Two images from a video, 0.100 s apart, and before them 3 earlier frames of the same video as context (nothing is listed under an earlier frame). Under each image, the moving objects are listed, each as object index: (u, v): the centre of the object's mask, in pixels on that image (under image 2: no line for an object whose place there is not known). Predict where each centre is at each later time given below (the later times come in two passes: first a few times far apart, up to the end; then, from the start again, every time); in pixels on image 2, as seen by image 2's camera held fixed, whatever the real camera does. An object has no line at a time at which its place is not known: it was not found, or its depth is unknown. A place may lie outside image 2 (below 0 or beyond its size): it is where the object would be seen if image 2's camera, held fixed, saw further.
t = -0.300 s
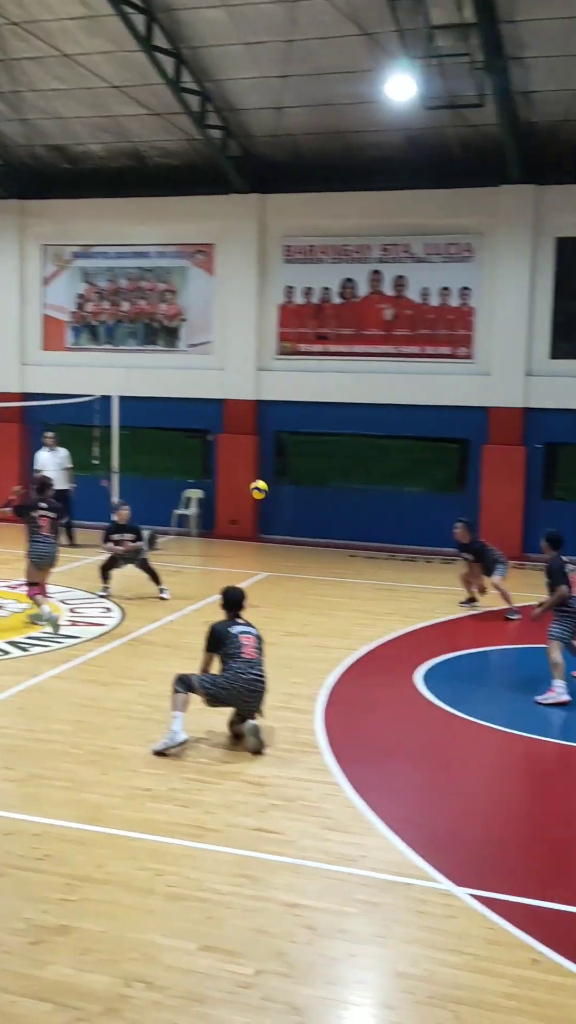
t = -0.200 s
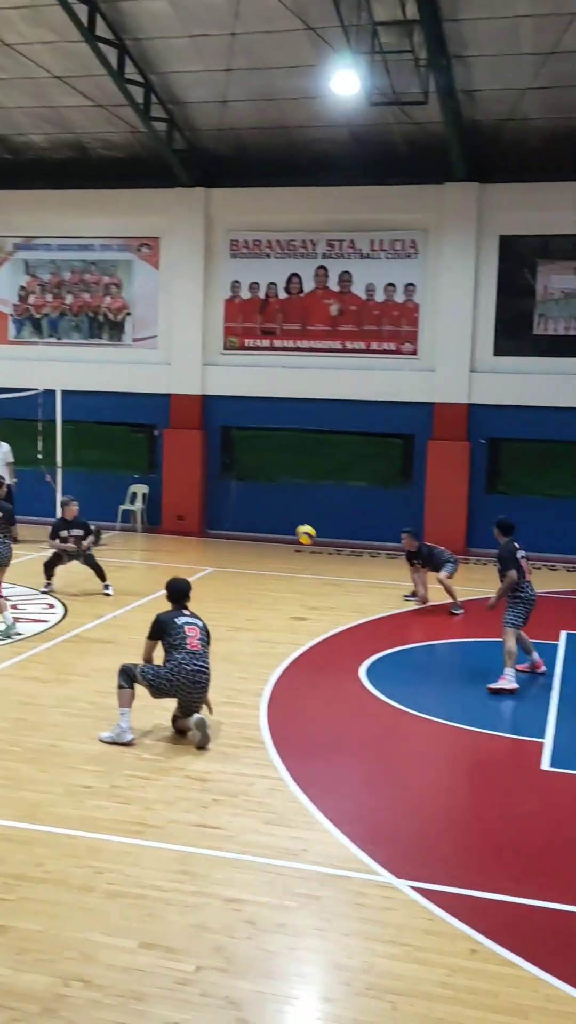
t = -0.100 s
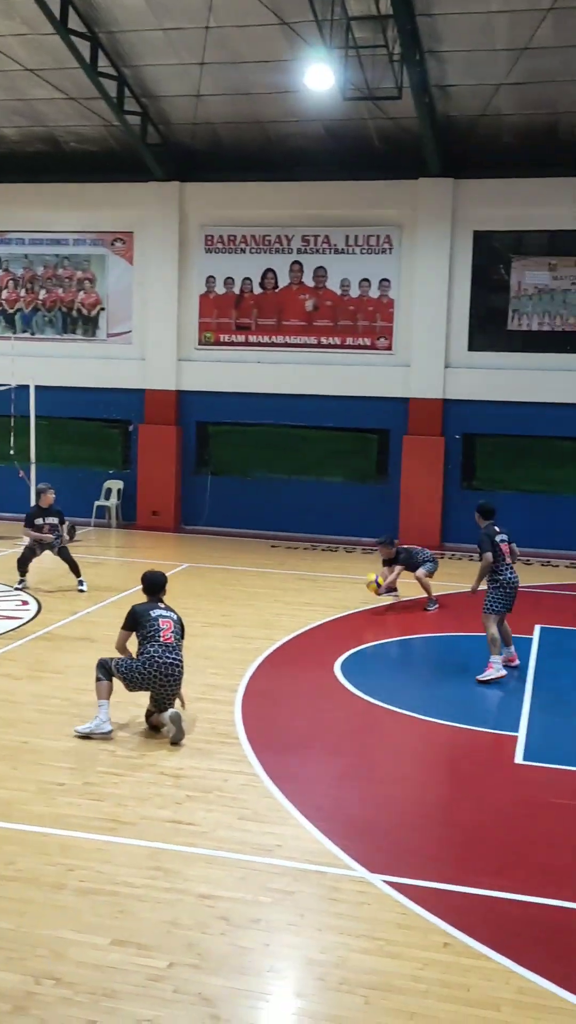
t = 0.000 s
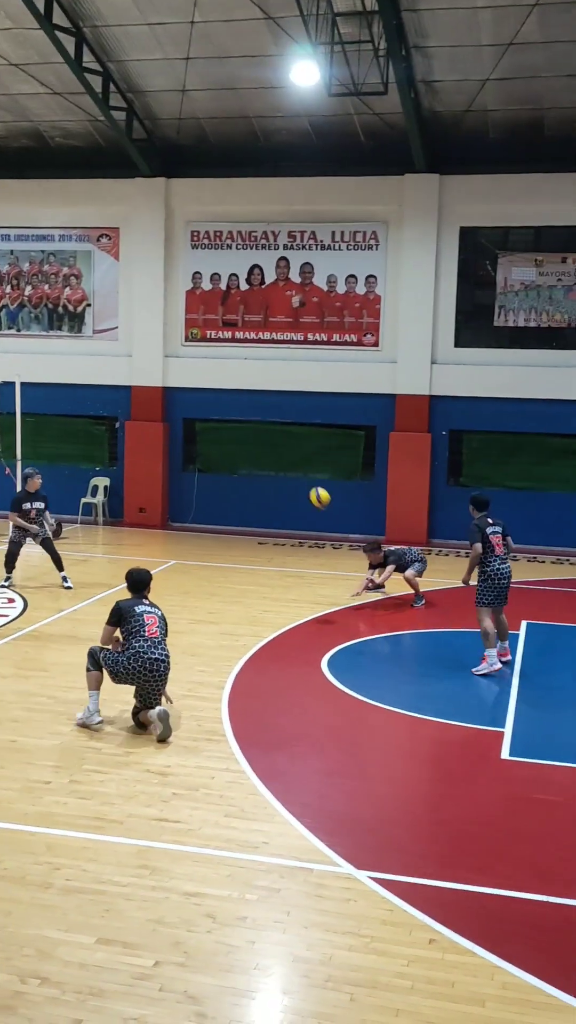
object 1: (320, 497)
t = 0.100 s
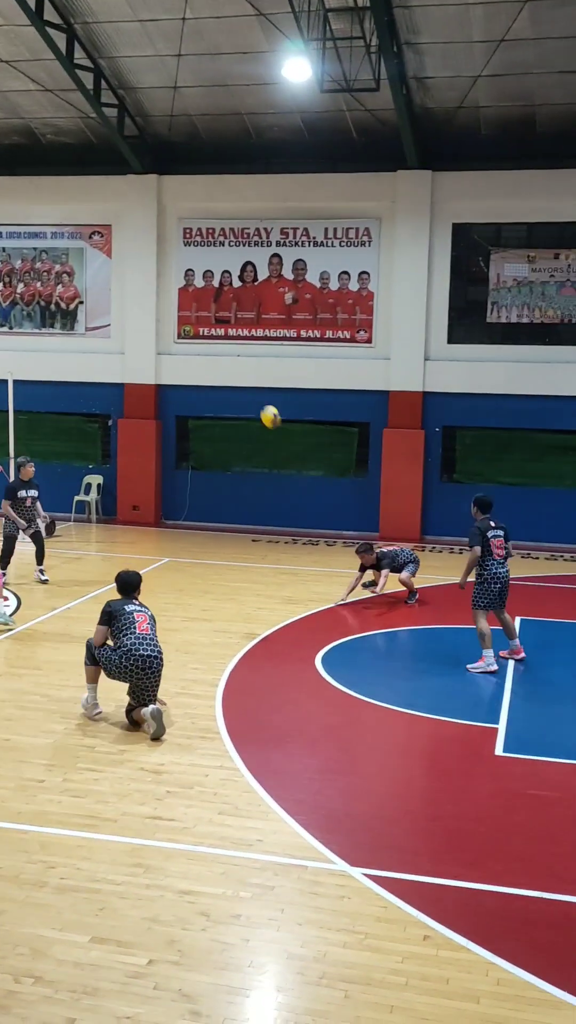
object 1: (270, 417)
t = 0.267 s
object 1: (196, 301)
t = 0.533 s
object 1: (75, 158)
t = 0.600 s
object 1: (45, 130)
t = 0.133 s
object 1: (256, 393)
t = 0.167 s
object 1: (241, 368)
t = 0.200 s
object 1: (226, 345)
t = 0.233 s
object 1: (210, 323)
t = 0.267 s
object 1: (196, 301)
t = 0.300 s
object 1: (181, 281)
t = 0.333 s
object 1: (166, 260)
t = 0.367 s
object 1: (151, 240)
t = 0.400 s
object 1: (137, 223)
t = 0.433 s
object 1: (121, 205)
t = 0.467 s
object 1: (106, 188)
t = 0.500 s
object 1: (91, 172)
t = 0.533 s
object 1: (75, 158)
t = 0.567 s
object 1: (60, 144)
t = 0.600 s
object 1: (45, 130)
